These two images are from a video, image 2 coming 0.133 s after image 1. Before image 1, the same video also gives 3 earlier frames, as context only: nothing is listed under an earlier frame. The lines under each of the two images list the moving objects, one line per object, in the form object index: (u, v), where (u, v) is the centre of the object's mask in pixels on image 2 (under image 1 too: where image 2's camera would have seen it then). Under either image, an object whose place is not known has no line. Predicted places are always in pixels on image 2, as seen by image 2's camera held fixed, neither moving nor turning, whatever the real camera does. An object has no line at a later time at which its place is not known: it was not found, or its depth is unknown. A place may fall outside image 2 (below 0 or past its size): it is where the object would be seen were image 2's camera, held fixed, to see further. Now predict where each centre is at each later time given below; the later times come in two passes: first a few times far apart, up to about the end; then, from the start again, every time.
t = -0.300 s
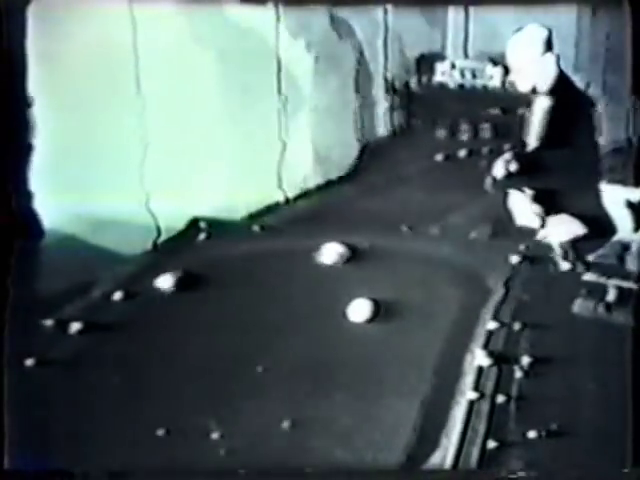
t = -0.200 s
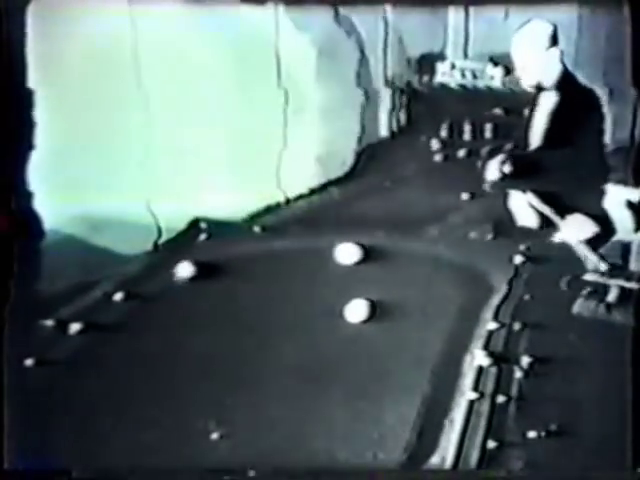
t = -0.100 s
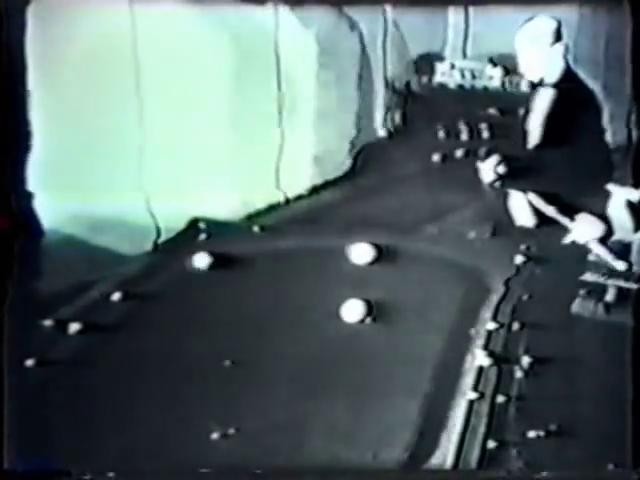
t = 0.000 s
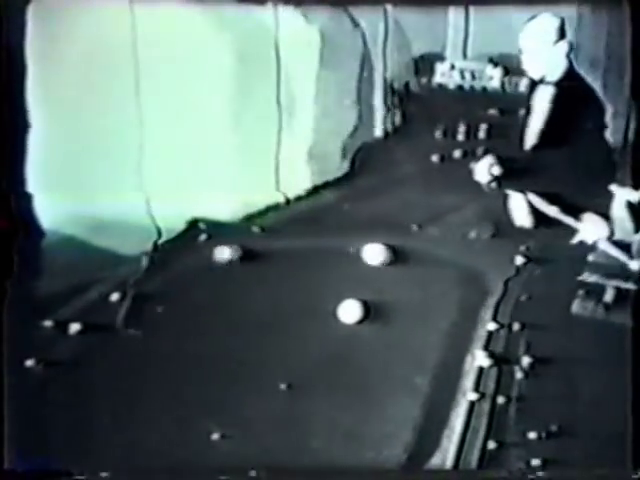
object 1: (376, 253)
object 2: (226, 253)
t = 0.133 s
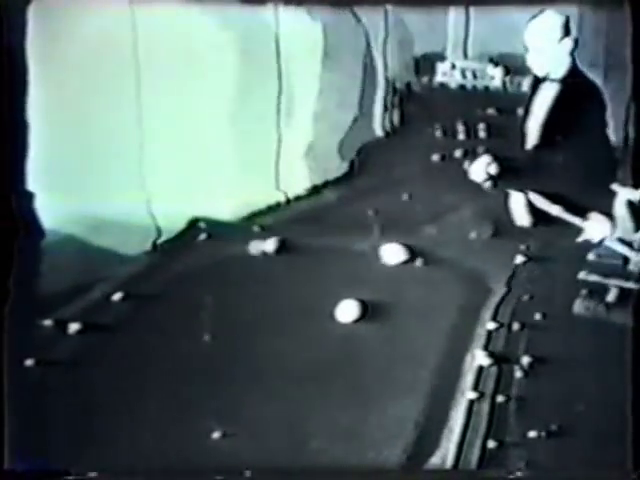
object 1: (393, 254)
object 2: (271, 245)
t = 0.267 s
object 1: (412, 254)
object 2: (310, 242)
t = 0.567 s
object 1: (439, 259)
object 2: (395, 247)
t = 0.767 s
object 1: (451, 265)
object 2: (441, 256)
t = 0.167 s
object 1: (399, 253)
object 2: (283, 244)
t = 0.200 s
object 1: (403, 254)
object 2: (297, 244)
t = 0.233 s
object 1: (407, 254)
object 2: (297, 243)
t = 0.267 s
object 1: (412, 254)
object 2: (310, 242)
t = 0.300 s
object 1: (416, 254)
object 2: (324, 242)
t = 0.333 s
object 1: (421, 253)
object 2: (338, 244)
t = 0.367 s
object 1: (424, 254)
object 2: (349, 242)
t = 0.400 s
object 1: (428, 254)
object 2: (346, 242)
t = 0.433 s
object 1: (430, 255)
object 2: (360, 243)
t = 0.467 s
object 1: (432, 256)
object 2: (371, 245)
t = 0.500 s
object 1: (435, 257)
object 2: (387, 245)
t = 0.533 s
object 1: (437, 258)
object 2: (397, 248)
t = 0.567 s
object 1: (439, 259)
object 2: (395, 247)
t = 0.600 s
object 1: (441, 260)
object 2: (405, 248)
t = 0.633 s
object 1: (444, 261)
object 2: (417, 251)
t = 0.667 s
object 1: (445, 262)
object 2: (416, 251)
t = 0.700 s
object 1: (447, 263)
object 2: (425, 253)
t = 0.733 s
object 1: (450, 264)
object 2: (433, 254)
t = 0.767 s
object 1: (451, 265)
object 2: (441, 256)
